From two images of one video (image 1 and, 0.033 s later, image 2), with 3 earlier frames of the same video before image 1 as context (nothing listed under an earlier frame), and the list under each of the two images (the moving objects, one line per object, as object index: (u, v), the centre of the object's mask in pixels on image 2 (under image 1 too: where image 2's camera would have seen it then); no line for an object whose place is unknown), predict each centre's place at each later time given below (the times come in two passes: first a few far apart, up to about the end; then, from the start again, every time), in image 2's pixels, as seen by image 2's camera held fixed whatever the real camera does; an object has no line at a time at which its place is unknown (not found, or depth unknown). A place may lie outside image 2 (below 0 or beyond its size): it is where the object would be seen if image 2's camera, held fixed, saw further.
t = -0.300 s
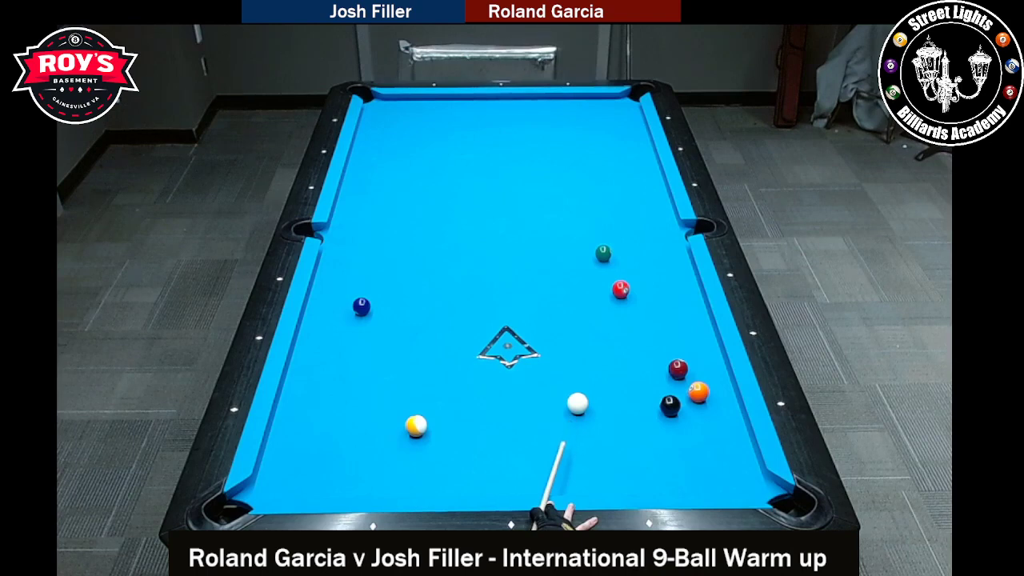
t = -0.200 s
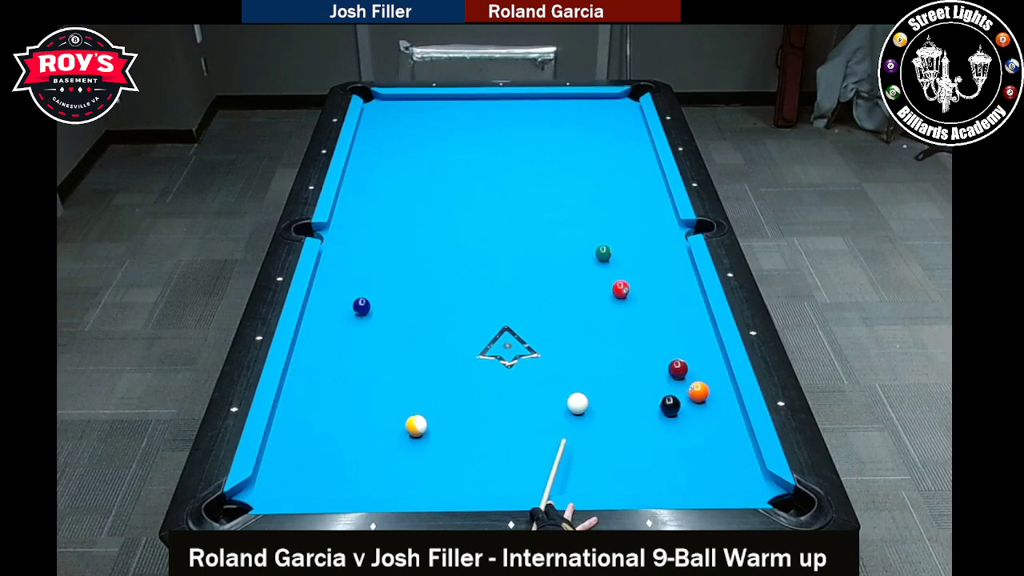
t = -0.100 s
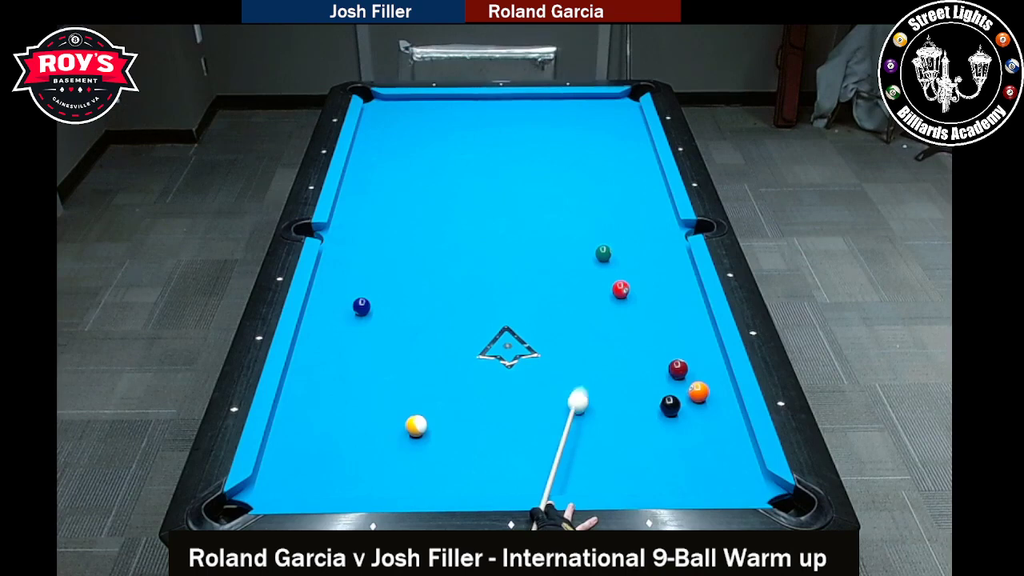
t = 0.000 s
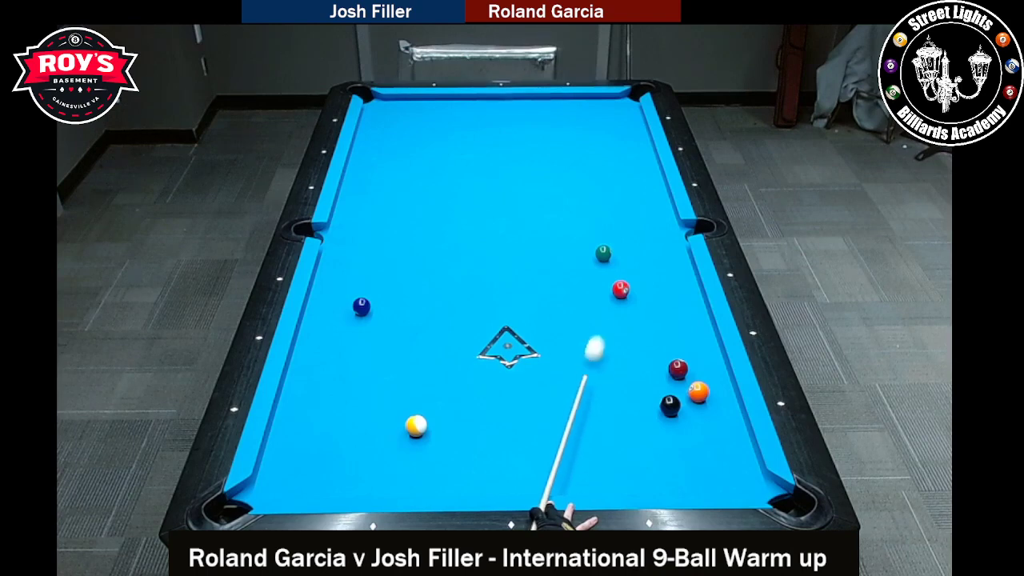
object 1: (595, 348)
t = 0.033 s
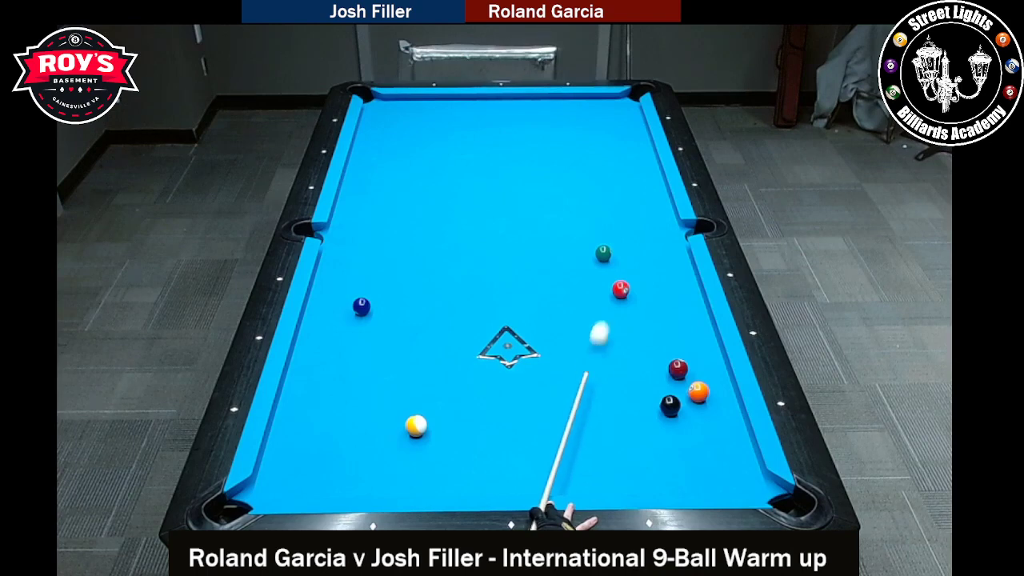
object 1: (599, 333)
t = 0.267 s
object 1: (586, 282)
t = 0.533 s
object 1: (556, 246)
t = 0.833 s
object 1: (528, 211)
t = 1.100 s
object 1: (506, 184)
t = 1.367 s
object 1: (486, 160)
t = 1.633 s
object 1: (469, 139)
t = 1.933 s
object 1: (452, 118)
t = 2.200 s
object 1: (438, 101)
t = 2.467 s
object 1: (424, 104)
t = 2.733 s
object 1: (410, 114)
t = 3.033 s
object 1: (394, 124)
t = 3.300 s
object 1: (380, 134)
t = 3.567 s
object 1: (365, 143)
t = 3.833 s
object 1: (356, 151)
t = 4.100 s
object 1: (361, 157)
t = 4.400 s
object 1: (365, 163)
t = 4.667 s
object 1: (370, 168)
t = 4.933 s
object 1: (373, 172)
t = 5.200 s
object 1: (377, 176)
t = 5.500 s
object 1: (380, 180)
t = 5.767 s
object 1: (382, 182)
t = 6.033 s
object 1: (384, 184)
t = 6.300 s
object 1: (385, 185)
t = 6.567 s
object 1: (385, 186)
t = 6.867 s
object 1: (385, 186)
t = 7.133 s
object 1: (385, 186)
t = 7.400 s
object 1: (385, 186)
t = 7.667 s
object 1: (385, 186)
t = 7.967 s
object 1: (385, 186)
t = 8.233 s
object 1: (385, 186)
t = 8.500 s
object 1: (385, 186)
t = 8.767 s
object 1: (385, 186)
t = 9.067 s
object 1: (385, 186)
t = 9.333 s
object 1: (385, 186)
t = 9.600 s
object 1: (385, 186)
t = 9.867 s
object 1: (385, 186)
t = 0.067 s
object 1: (604, 319)
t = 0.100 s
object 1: (608, 306)
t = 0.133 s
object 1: (609, 296)
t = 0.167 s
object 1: (603, 293)
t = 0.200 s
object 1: (597, 290)
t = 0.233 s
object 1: (591, 286)
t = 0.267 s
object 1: (586, 282)
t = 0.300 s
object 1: (582, 277)
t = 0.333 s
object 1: (578, 273)
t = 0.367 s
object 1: (574, 268)
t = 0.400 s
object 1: (570, 263)
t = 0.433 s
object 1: (566, 259)
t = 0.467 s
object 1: (563, 254)
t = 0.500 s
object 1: (560, 250)
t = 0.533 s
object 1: (556, 246)
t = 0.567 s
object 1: (553, 242)
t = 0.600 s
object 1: (549, 237)
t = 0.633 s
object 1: (546, 234)
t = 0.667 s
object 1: (543, 229)
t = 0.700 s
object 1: (540, 225)
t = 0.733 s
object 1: (537, 222)
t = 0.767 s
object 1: (534, 218)
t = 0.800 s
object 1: (530, 214)
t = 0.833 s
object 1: (528, 211)
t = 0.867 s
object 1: (525, 207)
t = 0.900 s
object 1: (522, 203)
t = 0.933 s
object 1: (519, 200)
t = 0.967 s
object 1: (516, 196)
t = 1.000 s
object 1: (513, 193)
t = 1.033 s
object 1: (511, 190)
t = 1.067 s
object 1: (508, 187)
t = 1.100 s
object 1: (506, 184)
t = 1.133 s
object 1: (503, 181)
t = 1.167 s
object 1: (501, 177)
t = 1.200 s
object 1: (498, 174)
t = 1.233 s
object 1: (496, 171)
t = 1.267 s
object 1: (493, 168)
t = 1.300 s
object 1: (491, 165)
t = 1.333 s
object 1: (489, 162)
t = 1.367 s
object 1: (486, 160)
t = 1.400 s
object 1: (484, 157)
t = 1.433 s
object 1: (482, 154)
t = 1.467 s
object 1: (480, 152)
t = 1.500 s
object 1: (477, 149)
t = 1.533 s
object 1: (475, 146)
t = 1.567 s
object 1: (473, 144)
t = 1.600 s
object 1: (471, 141)
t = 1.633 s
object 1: (469, 139)
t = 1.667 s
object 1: (467, 136)
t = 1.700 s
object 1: (465, 134)
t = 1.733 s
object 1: (463, 132)
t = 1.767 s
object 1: (461, 129)
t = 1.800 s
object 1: (459, 127)
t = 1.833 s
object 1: (457, 125)
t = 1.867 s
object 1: (455, 122)
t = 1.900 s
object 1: (454, 120)
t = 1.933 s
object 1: (452, 118)
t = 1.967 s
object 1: (450, 116)
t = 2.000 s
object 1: (448, 114)
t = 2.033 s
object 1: (446, 111)
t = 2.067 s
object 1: (445, 109)
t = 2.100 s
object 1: (443, 107)
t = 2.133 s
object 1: (442, 105)
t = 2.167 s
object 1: (440, 103)
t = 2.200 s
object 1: (438, 101)
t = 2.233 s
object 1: (437, 99)
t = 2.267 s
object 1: (435, 97)
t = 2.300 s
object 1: (433, 98)
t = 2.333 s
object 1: (431, 99)
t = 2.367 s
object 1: (430, 100)
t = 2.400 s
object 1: (428, 101)
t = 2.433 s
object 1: (426, 103)
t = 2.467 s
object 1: (424, 104)
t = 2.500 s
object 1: (422, 105)
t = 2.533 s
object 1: (421, 106)
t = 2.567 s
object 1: (419, 108)
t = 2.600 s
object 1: (417, 109)
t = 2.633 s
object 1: (415, 110)
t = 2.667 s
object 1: (413, 111)
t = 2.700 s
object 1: (412, 112)
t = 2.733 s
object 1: (410, 114)
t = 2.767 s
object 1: (408, 115)
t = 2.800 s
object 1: (406, 116)
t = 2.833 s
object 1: (405, 117)
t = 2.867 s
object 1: (403, 118)
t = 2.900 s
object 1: (401, 120)
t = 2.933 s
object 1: (399, 121)
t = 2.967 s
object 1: (397, 122)
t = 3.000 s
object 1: (395, 123)
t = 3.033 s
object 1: (394, 124)
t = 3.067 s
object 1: (392, 125)
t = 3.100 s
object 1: (390, 127)
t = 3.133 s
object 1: (388, 128)
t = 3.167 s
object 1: (386, 129)
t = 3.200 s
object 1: (385, 130)
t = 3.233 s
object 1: (383, 131)
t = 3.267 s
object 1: (381, 132)
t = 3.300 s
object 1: (380, 134)
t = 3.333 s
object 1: (378, 135)
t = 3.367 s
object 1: (376, 136)
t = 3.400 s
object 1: (374, 137)
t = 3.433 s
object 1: (372, 138)
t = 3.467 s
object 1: (371, 139)
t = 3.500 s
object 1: (369, 141)
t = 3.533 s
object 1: (367, 142)
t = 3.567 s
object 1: (365, 143)
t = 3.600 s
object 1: (364, 144)
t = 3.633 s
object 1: (362, 145)
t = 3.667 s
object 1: (360, 146)
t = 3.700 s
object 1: (359, 147)
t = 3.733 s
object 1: (357, 148)
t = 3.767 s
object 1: (355, 149)
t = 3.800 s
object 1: (356, 150)
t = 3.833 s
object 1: (356, 151)
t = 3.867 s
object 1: (357, 152)
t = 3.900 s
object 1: (357, 153)
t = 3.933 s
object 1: (358, 153)
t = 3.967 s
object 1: (359, 154)
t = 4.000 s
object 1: (359, 155)
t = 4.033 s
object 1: (360, 156)
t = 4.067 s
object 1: (360, 156)
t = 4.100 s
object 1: (361, 157)
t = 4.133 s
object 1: (361, 158)
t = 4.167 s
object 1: (362, 159)
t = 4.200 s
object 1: (362, 159)
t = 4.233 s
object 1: (363, 160)
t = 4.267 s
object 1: (363, 161)
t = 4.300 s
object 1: (364, 161)
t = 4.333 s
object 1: (365, 162)
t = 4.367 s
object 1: (365, 163)
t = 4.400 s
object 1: (365, 163)
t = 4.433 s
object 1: (366, 164)
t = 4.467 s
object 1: (366, 165)
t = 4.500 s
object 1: (367, 165)
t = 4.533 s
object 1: (367, 166)
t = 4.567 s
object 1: (368, 166)
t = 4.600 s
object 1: (369, 167)
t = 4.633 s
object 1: (369, 168)
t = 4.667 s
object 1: (370, 168)
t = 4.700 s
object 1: (370, 169)
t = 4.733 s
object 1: (370, 169)
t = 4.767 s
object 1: (371, 170)
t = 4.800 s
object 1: (371, 170)
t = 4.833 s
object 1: (372, 171)
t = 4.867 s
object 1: (372, 171)
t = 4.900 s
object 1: (373, 172)
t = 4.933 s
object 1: (373, 172)
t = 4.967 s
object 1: (374, 173)
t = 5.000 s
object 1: (374, 173)
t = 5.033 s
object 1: (375, 174)
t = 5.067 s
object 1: (375, 174)
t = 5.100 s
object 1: (375, 175)
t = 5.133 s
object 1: (376, 175)
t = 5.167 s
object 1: (376, 175)
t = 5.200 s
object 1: (377, 176)
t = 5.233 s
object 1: (377, 177)
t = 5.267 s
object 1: (378, 177)
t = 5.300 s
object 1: (378, 177)
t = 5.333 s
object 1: (378, 178)
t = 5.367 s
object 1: (379, 178)
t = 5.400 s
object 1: (379, 178)
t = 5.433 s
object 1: (379, 179)
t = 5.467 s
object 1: (380, 179)
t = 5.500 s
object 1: (380, 180)
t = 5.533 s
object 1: (380, 180)
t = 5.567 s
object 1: (380, 180)
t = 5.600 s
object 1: (381, 181)
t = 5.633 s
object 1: (381, 181)
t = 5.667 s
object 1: (381, 181)
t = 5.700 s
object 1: (382, 182)
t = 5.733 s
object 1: (382, 182)
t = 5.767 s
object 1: (382, 182)
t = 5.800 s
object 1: (382, 182)
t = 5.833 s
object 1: (383, 182)
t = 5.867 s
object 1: (383, 183)
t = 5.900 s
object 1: (383, 183)
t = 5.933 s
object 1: (383, 183)
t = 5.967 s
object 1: (384, 183)
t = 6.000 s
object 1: (384, 184)
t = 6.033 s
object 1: (384, 184)
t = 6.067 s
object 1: (384, 184)
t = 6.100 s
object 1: (384, 184)
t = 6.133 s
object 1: (384, 184)
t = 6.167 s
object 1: (384, 185)
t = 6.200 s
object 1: (384, 185)
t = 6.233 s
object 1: (385, 185)
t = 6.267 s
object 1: (385, 185)
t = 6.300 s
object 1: (385, 185)
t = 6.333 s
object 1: (385, 185)
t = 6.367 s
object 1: (385, 185)
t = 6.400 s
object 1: (385, 185)
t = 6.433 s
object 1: (385, 186)
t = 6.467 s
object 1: (385, 186)
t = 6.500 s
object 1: (385, 186)
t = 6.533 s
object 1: (385, 186)
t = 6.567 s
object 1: (385, 186)
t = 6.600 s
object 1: (385, 186)
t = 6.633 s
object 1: (385, 186)
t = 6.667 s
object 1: (385, 186)
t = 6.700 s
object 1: (385, 186)
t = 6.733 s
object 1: (385, 186)
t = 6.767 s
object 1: (385, 186)
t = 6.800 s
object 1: (385, 186)
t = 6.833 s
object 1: (385, 186)
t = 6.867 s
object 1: (385, 186)
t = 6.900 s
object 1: (385, 186)
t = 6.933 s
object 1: (385, 186)
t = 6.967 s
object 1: (385, 186)
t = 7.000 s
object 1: (385, 186)
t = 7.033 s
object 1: (385, 186)
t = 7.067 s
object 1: (385, 186)
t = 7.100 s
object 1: (385, 186)
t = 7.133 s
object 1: (385, 186)
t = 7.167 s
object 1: (385, 186)
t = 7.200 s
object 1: (385, 186)
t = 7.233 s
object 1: (385, 186)
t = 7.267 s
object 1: (385, 186)
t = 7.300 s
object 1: (385, 186)
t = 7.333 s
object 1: (385, 186)
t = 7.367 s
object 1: (385, 186)
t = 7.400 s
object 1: (385, 186)
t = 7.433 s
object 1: (385, 186)
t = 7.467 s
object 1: (385, 186)
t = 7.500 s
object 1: (385, 186)
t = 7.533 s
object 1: (385, 186)
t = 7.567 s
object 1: (385, 186)
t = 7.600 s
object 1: (385, 186)
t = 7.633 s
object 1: (385, 186)
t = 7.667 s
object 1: (385, 186)
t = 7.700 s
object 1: (385, 186)
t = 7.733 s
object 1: (385, 186)
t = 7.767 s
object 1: (385, 186)
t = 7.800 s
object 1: (385, 186)
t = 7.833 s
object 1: (385, 186)
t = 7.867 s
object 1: (385, 186)
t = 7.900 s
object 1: (385, 186)
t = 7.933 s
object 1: (385, 186)
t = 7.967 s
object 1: (385, 186)
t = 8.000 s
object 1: (385, 186)
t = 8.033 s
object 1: (385, 186)
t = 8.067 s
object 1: (385, 186)
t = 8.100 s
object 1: (385, 186)
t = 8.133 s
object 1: (385, 186)
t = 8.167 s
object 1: (385, 186)
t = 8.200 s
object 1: (385, 186)
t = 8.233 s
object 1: (385, 186)
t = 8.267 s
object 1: (385, 186)
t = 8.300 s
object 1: (385, 186)
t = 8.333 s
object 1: (385, 186)
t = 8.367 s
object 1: (385, 186)
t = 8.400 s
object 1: (385, 186)
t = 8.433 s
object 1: (385, 186)
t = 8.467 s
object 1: (385, 186)
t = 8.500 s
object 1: (385, 186)
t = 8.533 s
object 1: (385, 186)
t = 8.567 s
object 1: (385, 186)
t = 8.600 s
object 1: (385, 186)
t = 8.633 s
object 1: (385, 186)
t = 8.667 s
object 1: (385, 186)
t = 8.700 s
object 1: (385, 186)
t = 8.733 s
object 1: (385, 186)
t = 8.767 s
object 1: (385, 186)
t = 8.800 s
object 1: (385, 186)
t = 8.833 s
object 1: (385, 186)
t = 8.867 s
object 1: (385, 186)
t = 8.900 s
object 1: (385, 186)
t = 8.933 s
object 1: (385, 186)
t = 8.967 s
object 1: (385, 186)
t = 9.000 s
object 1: (385, 186)
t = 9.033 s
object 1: (385, 186)
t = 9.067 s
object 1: (385, 186)
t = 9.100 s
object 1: (385, 186)
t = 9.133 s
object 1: (385, 186)
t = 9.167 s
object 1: (385, 186)
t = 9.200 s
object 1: (385, 186)
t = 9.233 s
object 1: (385, 186)
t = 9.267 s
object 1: (385, 186)
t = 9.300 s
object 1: (385, 186)
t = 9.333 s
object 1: (385, 186)
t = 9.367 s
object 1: (385, 186)
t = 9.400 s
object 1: (385, 186)
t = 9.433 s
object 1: (385, 186)
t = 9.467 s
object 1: (385, 186)
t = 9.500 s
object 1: (385, 186)
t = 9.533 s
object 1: (385, 186)
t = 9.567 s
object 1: (385, 186)
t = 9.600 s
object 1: (385, 186)
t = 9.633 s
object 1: (385, 186)
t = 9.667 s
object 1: (385, 186)
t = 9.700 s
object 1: (385, 186)
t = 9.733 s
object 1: (385, 186)
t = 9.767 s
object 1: (385, 186)
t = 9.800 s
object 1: (385, 186)
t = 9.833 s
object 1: (385, 186)
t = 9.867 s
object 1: (385, 186)
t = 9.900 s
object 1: (385, 186)
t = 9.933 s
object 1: (385, 186)
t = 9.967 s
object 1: (385, 186)
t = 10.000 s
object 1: (385, 186)
